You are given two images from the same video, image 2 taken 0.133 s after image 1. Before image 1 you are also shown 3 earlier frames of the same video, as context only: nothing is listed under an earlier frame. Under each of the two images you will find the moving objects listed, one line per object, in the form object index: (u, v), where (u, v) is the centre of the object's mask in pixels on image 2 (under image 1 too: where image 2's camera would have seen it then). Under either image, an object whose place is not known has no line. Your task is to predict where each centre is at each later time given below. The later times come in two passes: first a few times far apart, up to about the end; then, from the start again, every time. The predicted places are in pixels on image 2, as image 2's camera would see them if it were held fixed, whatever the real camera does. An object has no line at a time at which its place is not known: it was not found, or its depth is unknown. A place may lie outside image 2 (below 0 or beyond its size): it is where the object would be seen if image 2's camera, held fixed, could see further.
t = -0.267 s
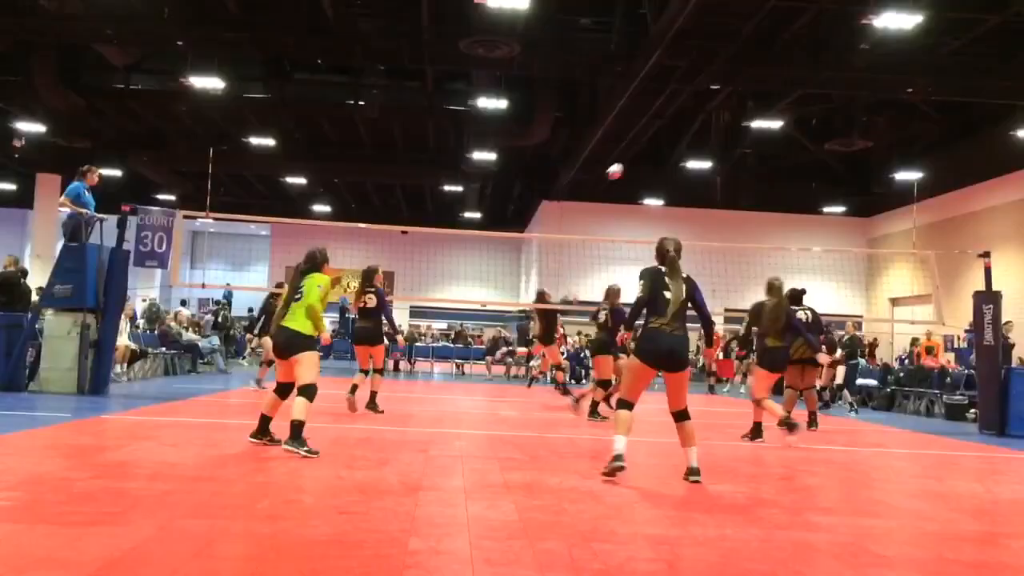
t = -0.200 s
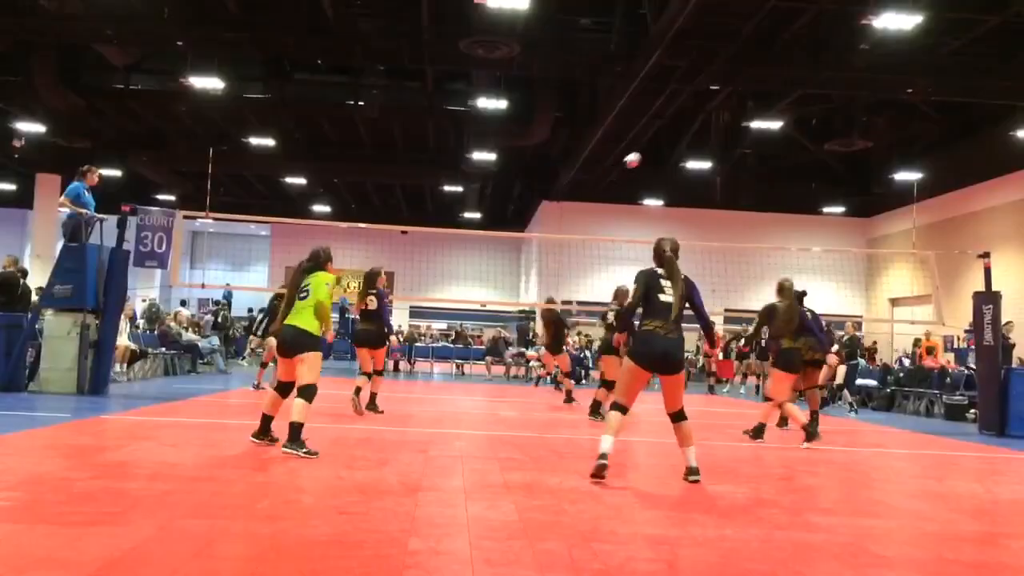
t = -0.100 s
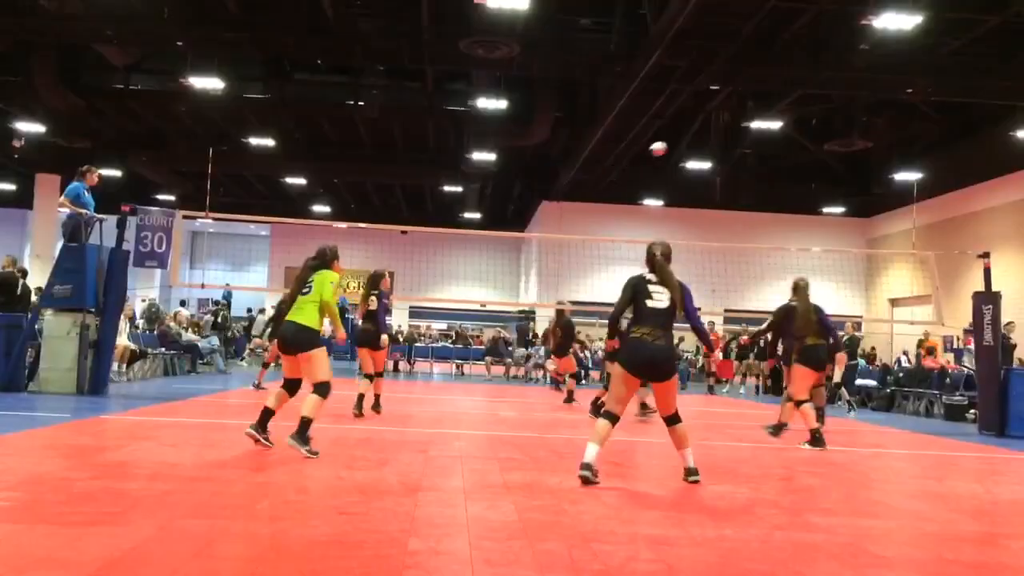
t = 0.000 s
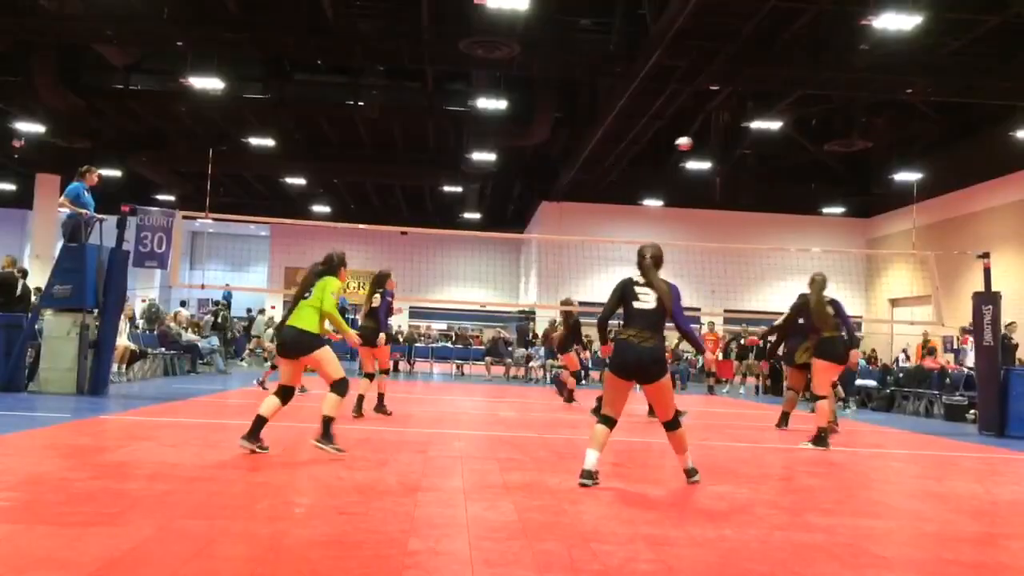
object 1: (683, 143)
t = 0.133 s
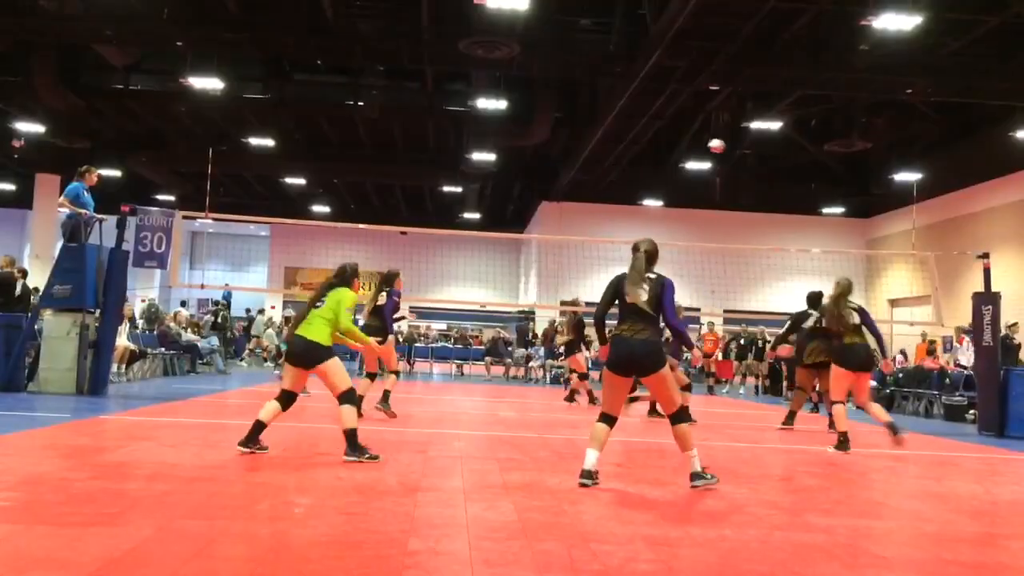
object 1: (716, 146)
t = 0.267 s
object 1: (748, 158)
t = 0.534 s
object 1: (809, 215)
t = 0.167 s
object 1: (725, 148)
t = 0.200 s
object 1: (733, 151)
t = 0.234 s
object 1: (740, 154)
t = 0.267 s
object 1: (748, 158)
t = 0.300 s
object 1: (757, 163)
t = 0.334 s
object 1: (764, 169)
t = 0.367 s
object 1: (772, 176)
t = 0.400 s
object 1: (779, 182)
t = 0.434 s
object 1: (787, 190)
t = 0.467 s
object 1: (794, 198)
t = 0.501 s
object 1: (801, 206)
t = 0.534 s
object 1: (809, 215)
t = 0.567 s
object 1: (816, 225)
